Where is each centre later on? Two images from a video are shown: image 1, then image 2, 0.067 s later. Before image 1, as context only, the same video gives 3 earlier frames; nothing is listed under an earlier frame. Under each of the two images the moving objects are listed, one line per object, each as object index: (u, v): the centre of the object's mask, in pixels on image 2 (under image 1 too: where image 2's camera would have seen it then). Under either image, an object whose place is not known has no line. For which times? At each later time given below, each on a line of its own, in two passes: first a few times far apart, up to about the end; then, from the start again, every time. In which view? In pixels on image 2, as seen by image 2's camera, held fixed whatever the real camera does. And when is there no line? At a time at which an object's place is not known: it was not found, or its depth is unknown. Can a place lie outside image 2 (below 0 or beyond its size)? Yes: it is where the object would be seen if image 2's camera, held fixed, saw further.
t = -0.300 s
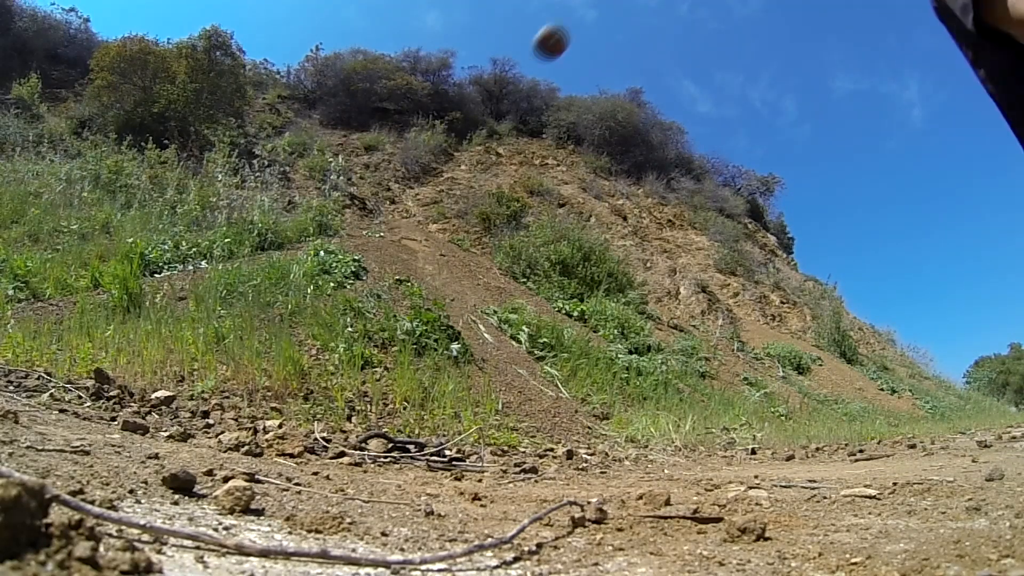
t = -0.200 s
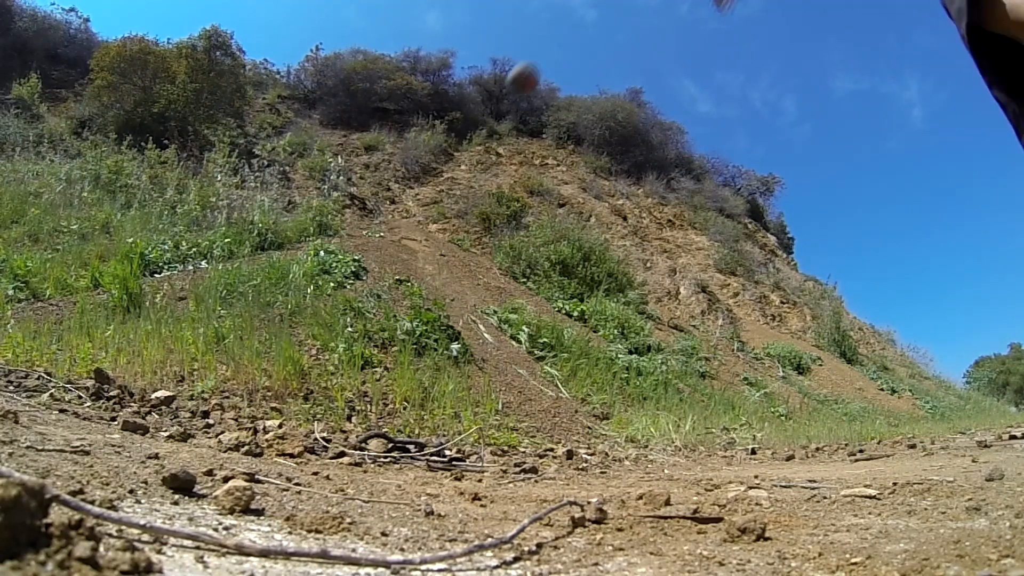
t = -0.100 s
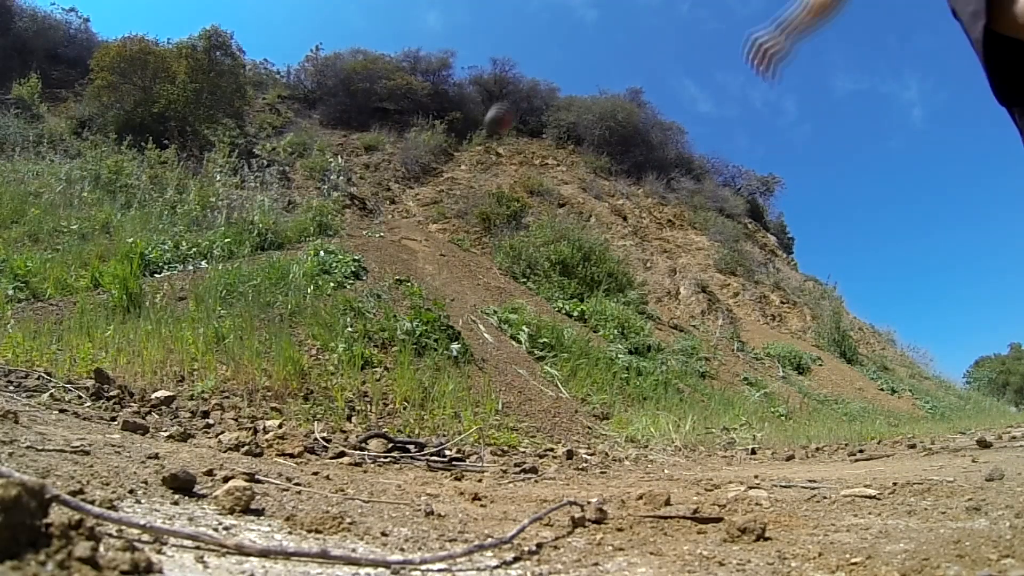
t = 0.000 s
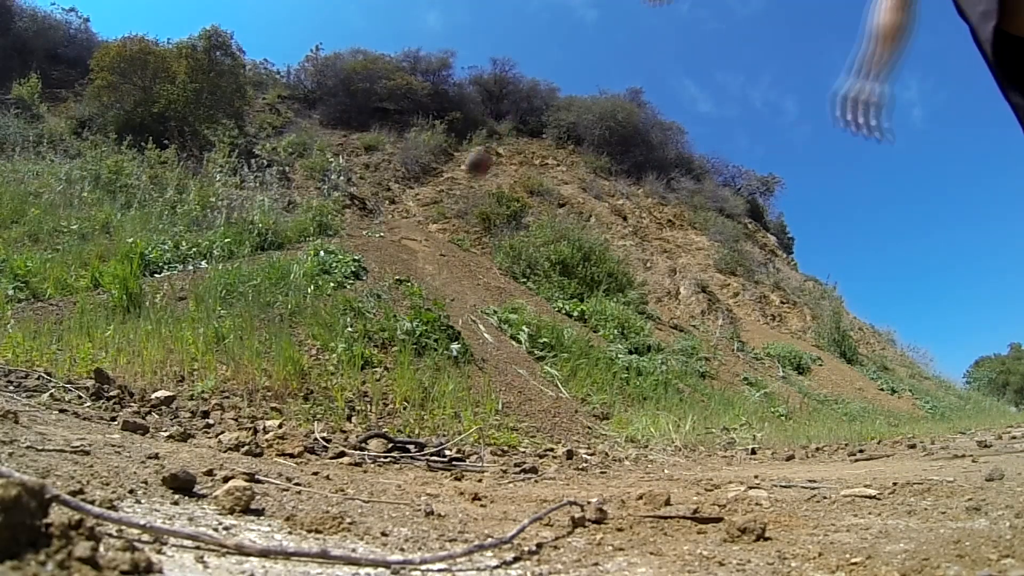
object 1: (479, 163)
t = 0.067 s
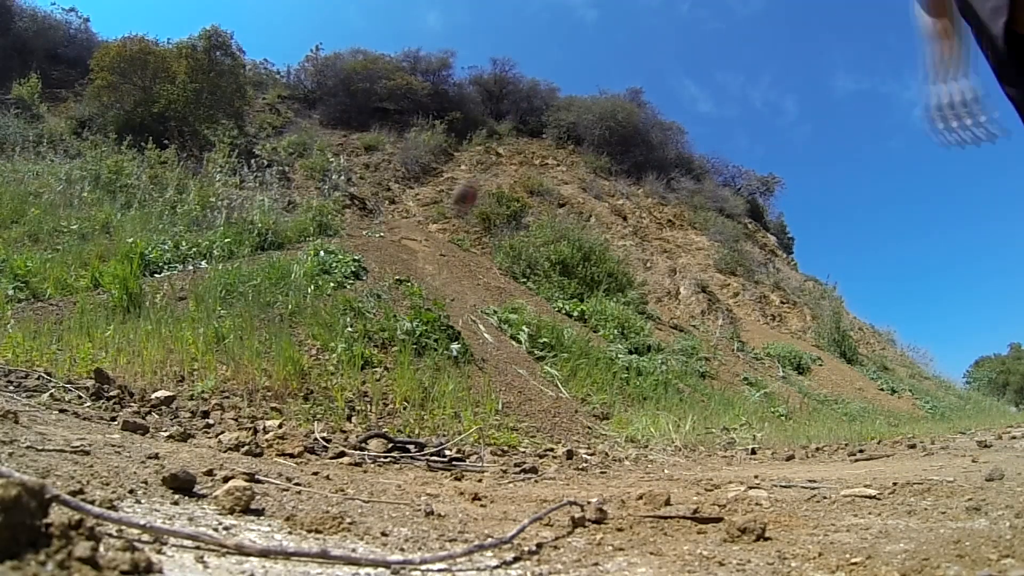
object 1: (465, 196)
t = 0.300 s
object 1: (433, 268)
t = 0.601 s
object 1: (427, 267)
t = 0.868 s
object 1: (434, 272)
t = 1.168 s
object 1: (444, 281)
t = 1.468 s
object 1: (459, 296)
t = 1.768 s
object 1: (486, 333)
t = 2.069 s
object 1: (561, 403)
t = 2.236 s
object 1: (675, 411)
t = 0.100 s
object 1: (458, 210)
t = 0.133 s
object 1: (453, 229)
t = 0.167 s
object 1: (445, 249)
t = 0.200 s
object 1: (442, 265)
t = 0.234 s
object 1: (438, 272)
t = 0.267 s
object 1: (436, 270)
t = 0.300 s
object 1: (433, 268)
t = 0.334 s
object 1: (432, 268)
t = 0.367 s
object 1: (430, 268)
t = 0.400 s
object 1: (429, 268)
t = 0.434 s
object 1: (428, 268)
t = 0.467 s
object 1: (427, 268)
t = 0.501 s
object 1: (427, 268)
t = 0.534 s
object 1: (427, 267)
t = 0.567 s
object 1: (427, 268)
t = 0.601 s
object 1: (427, 267)
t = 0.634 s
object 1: (427, 268)
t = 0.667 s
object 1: (428, 268)
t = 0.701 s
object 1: (428, 268)
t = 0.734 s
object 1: (429, 268)
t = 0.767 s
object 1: (431, 270)
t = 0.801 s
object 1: (432, 271)
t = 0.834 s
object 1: (433, 272)
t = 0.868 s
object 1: (434, 272)
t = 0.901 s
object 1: (435, 273)
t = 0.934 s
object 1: (436, 273)
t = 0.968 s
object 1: (437, 274)
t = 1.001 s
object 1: (438, 275)
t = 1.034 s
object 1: (439, 276)
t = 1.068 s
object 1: (440, 277)
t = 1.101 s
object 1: (442, 278)
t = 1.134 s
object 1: (443, 279)
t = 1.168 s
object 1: (444, 281)
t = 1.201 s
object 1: (446, 282)
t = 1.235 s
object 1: (447, 283)
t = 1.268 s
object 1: (449, 285)
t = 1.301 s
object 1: (450, 286)
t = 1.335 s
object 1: (452, 287)
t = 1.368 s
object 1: (454, 289)
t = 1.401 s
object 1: (456, 292)
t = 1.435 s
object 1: (458, 294)
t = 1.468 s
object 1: (459, 296)
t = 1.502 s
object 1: (461, 299)
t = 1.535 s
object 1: (464, 303)
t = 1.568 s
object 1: (466, 306)
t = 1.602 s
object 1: (469, 310)
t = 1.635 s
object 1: (471, 313)
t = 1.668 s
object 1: (474, 318)
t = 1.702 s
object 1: (477, 322)
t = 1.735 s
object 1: (482, 327)
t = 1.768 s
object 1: (486, 333)
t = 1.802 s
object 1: (491, 338)
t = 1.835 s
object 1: (496, 346)
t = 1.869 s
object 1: (500, 351)
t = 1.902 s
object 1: (507, 360)
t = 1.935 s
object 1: (516, 369)
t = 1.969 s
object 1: (524, 376)
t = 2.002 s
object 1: (535, 384)
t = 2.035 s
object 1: (548, 394)
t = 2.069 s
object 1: (561, 403)
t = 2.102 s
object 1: (573, 409)
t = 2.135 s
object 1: (594, 411)
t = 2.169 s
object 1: (618, 406)
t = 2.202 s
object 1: (647, 407)
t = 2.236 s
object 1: (675, 411)
